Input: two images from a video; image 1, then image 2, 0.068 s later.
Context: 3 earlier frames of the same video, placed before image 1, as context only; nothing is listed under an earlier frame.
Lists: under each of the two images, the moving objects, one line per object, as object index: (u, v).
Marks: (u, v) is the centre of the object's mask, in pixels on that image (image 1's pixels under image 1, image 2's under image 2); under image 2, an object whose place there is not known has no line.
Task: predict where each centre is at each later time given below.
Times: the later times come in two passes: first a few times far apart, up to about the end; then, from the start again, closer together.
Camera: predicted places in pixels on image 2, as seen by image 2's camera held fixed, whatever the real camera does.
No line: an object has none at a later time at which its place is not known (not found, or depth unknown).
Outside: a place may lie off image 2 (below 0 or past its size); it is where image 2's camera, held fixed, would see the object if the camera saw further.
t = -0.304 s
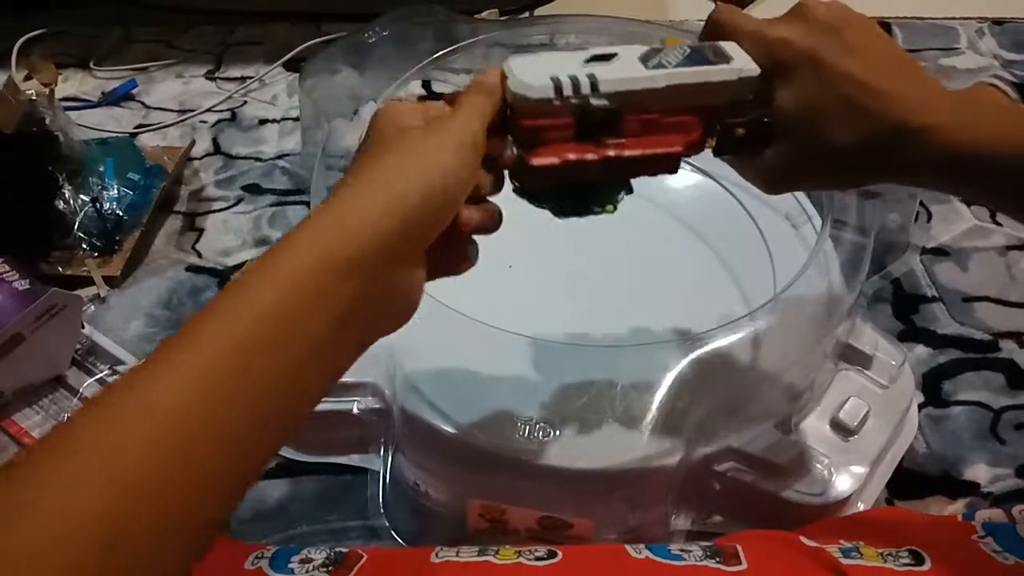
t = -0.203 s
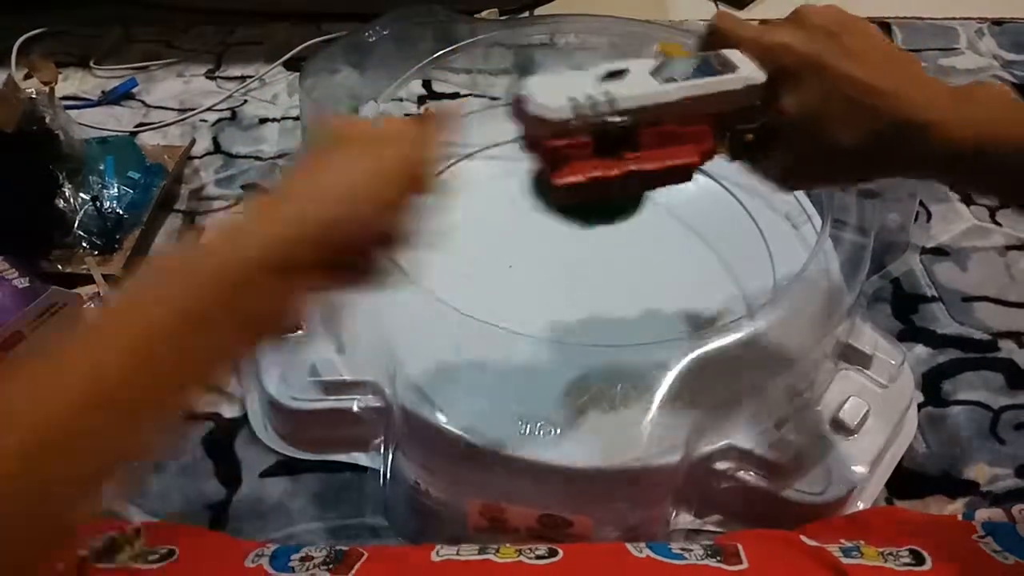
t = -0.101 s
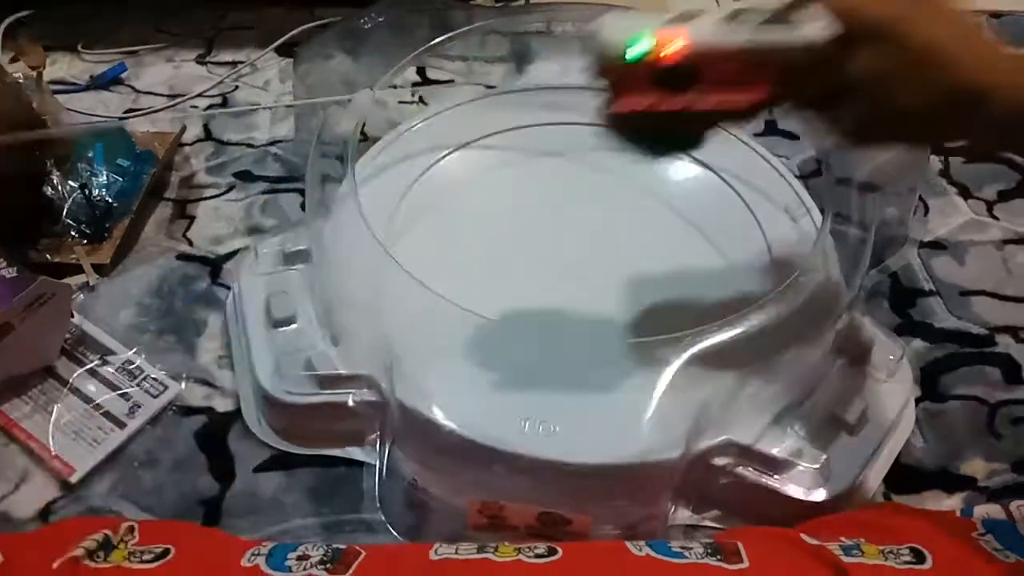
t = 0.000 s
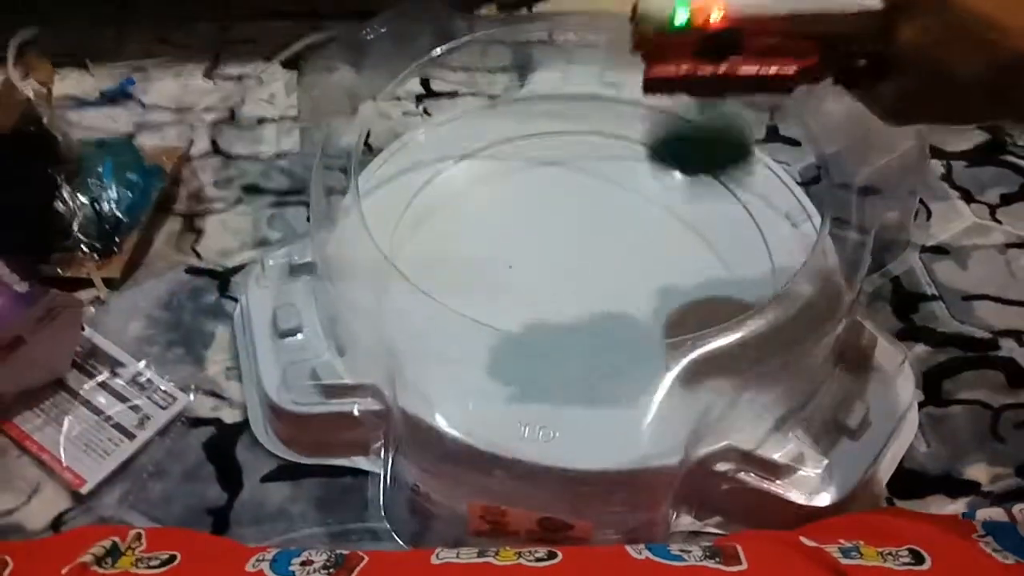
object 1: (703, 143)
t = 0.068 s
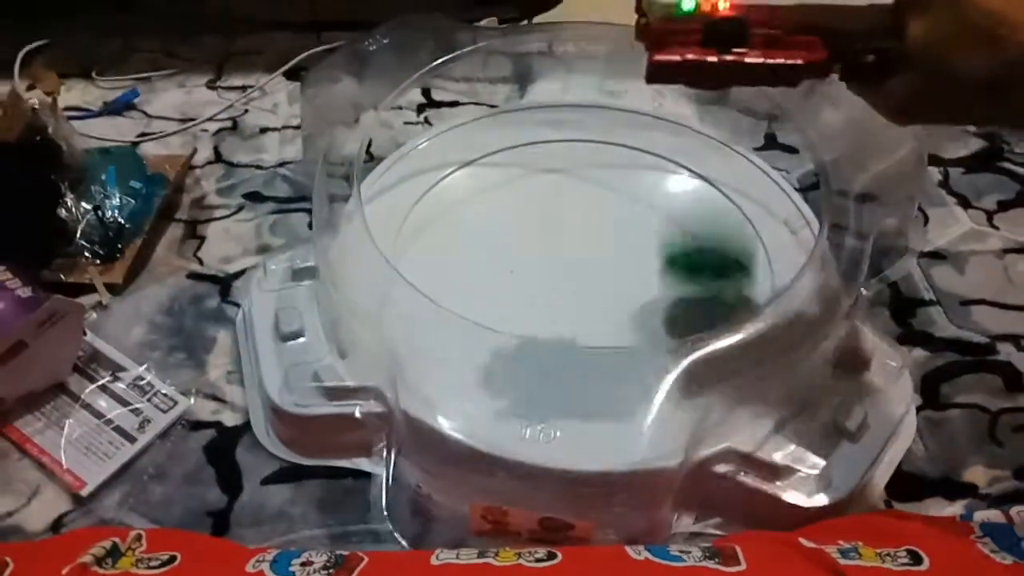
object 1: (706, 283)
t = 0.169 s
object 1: (687, 281)
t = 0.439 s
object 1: (583, 259)
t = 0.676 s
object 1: (555, 249)
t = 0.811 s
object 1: (564, 246)
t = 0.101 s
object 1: (704, 288)
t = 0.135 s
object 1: (696, 280)
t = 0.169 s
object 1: (687, 281)
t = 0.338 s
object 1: (621, 268)
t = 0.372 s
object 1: (607, 265)
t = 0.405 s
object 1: (594, 262)
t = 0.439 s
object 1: (583, 259)
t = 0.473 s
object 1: (574, 256)
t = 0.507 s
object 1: (567, 254)
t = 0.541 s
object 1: (562, 253)
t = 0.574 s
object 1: (558, 251)
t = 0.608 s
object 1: (556, 250)
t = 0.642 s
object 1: (555, 249)
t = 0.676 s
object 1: (555, 249)
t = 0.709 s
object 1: (556, 248)
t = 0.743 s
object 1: (558, 247)
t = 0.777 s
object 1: (561, 247)
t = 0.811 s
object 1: (564, 246)
